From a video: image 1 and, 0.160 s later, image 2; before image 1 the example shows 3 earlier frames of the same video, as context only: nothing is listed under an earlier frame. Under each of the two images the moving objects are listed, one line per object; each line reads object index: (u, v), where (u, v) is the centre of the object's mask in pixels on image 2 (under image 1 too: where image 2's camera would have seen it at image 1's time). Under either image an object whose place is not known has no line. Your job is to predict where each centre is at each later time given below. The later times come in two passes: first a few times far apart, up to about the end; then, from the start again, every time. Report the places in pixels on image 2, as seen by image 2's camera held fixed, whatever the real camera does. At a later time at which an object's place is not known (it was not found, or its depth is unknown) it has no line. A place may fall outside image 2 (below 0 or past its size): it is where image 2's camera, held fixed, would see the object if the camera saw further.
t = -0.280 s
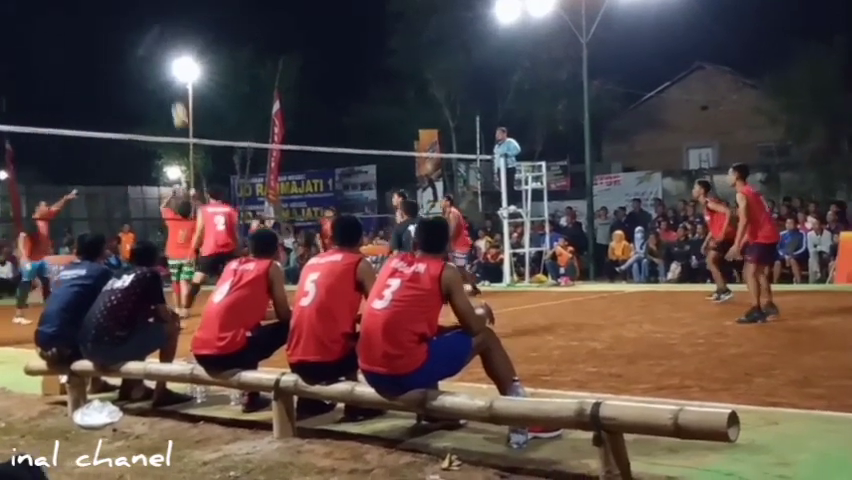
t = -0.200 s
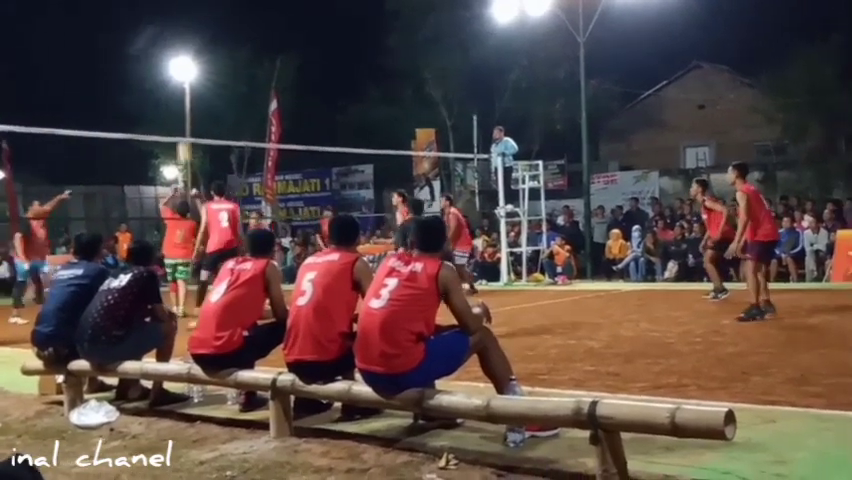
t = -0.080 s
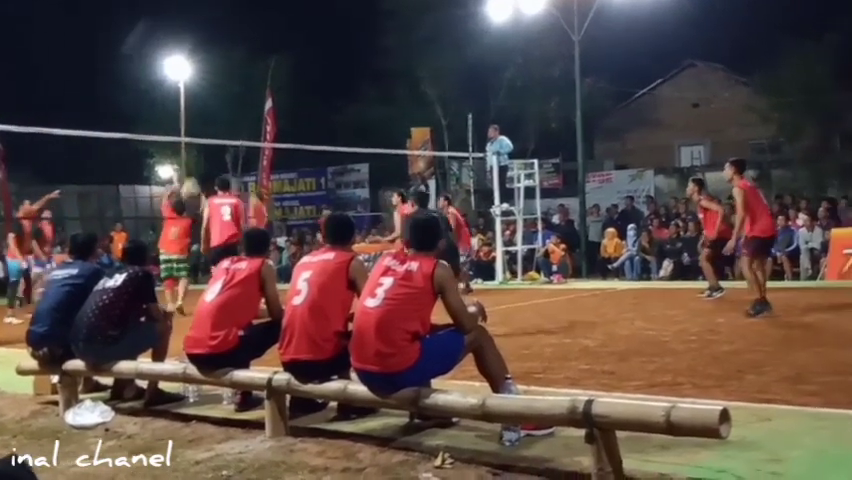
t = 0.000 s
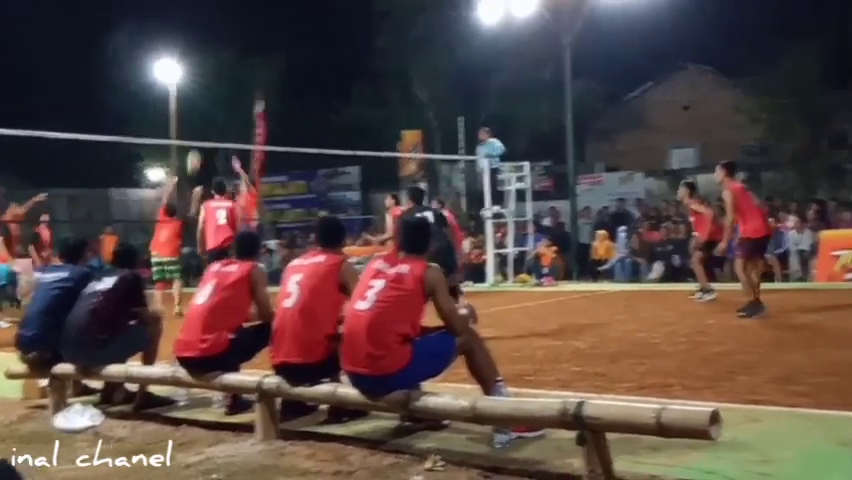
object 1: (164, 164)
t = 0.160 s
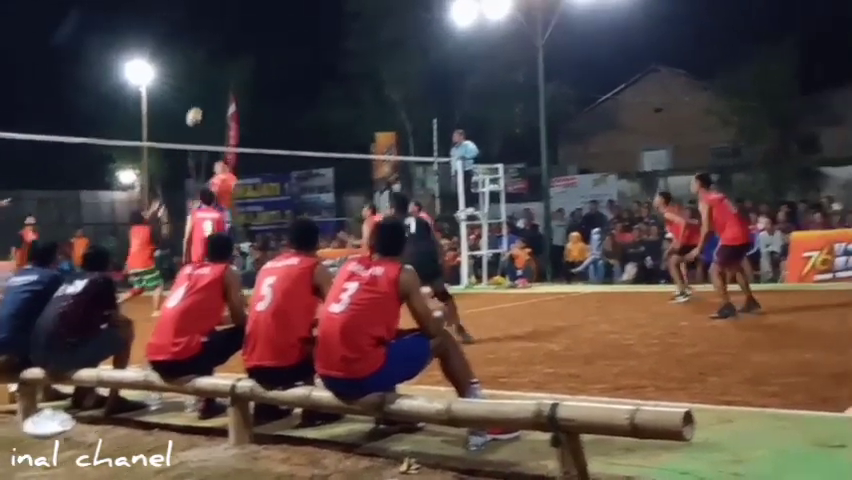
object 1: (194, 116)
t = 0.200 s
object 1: (201, 108)
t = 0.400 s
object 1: (236, 80)
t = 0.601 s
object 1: (272, 80)
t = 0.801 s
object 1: (303, 101)
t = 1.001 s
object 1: (335, 145)
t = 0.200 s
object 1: (201, 108)
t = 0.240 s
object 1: (208, 100)
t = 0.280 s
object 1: (215, 94)
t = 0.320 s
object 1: (222, 88)
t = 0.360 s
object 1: (229, 83)
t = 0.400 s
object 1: (236, 80)
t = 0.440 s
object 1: (243, 78)
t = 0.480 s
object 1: (250, 77)
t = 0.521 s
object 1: (257, 78)
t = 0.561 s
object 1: (265, 79)
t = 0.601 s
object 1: (272, 80)
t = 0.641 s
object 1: (279, 83)
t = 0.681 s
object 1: (284, 85)
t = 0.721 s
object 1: (290, 89)
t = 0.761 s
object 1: (296, 95)
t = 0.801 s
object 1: (303, 101)
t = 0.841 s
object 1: (310, 108)
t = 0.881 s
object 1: (317, 117)
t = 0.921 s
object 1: (323, 125)
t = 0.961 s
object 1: (329, 135)
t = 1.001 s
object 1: (335, 145)
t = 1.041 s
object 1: (342, 157)
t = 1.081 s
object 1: (348, 170)
